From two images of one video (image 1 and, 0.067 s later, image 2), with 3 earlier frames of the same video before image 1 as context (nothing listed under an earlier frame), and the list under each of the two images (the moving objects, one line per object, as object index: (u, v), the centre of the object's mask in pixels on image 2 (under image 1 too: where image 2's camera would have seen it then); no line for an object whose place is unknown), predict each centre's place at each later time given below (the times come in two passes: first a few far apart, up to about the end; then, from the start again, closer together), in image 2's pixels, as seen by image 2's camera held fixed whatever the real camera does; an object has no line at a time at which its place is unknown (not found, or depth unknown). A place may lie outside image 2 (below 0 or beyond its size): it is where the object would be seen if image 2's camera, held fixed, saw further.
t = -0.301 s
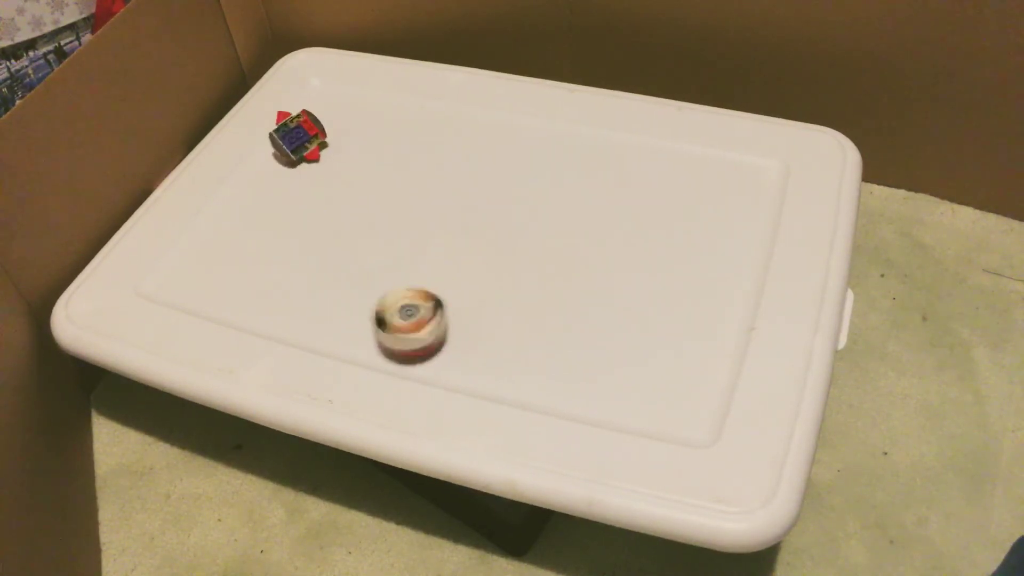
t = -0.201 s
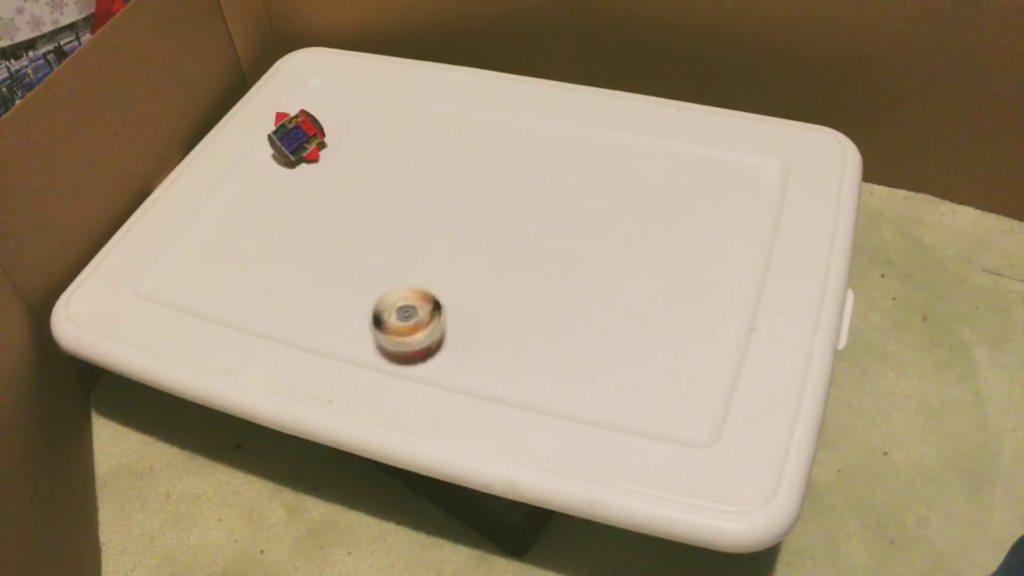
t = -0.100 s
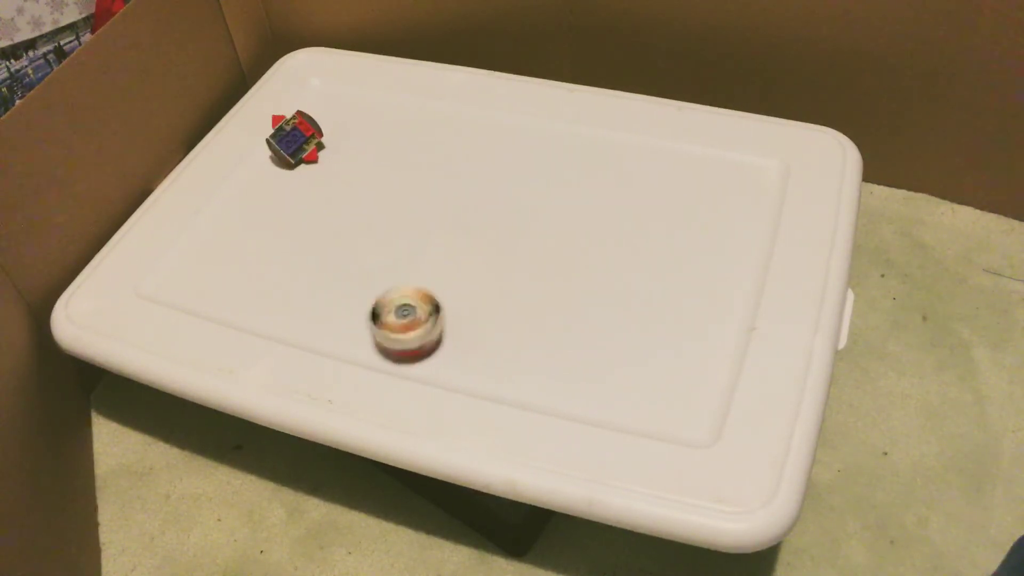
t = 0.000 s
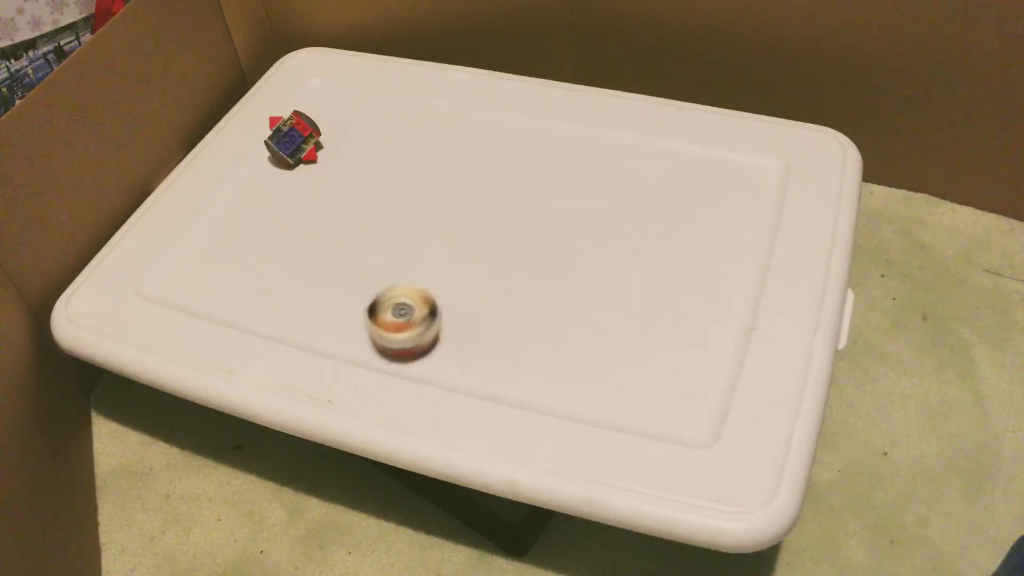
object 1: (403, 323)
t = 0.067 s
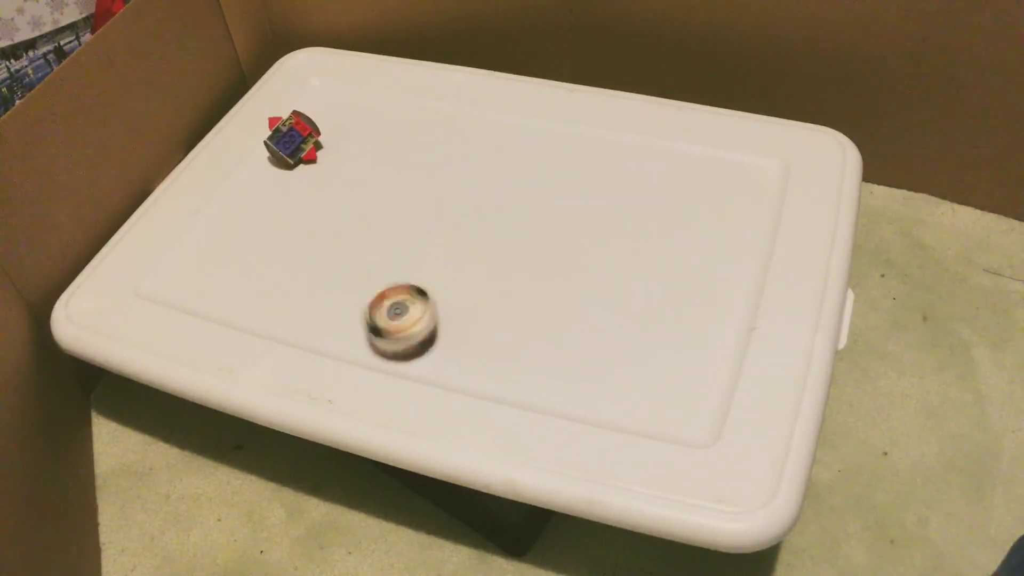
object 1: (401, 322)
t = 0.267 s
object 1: (392, 315)
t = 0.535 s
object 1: (382, 294)
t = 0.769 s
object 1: (372, 274)
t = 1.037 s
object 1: (357, 249)
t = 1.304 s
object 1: (348, 227)
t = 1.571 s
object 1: (351, 207)
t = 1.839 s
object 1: (367, 201)
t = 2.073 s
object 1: (391, 197)
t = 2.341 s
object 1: (423, 194)
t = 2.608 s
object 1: (453, 183)
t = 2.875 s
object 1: (478, 173)
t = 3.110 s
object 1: (497, 178)
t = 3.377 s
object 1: (515, 192)
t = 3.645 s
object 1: (534, 209)
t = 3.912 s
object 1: (547, 225)
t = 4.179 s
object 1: (537, 243)
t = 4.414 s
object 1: (516, 260)
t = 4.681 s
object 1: (495, 279)
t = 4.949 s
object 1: (477, 294)
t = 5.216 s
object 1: (454, 293)
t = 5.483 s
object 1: (431, 283)
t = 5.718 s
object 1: (427, 281)
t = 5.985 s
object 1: (422, 278)
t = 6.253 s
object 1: (414, 276)
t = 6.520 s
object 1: (414, 267)
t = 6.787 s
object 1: (409, 262)
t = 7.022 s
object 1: (417, 260)
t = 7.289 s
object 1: (421, 261)
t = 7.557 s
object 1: (421, 261)
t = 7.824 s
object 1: (421, 261)
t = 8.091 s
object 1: (421, 261)
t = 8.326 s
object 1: (421, 261)
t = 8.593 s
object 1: (421, 261)
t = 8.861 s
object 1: (421, 261)
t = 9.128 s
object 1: (421, 261)
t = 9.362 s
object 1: (421, 261)
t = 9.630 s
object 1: (421, 261)
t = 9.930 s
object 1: (421, 261)
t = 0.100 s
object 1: (400, 320)
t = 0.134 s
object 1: (398, 318)
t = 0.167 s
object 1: (397, 319)
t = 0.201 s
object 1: (395, 316)
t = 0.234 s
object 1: (394, 316)
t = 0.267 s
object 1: (392, 315)
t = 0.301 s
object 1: (391, 312)
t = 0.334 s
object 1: (390, 310)
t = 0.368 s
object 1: (388, 309)
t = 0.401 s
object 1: (388, 305)
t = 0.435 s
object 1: (386, 303)
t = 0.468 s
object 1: (384, 300)
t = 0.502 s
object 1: (384, 297)
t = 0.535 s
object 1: (382, 294)
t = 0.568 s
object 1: (381, 291)
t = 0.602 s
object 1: (380, 289)
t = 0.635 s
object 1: (379, 287)
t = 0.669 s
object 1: (378, 283)
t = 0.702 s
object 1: (376, 279)
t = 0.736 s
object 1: (374, 277)
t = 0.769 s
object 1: (372, 274)
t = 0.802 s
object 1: (370, 272)
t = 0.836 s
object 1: (369, 269)
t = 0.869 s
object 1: (368, 266)
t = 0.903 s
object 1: (365, 262)
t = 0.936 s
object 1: (363, 258)
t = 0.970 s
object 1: (362, 257)
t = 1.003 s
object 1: (359, 253)
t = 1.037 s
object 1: (357, 249)
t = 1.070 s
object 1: (355, 247)
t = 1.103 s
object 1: (354, 243)
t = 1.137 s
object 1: (352, 240)
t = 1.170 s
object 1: (351, 237)
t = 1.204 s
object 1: (351, 234)
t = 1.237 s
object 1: (349, 231)
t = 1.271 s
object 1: (348, 229)
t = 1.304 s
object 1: (348, 227)
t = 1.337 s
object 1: (348, 223)
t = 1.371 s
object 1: (347, 221)
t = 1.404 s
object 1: (347, 219)
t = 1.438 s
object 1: (348, 216)
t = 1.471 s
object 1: (348, 214)
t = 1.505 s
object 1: (349, 213)
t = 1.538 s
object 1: (351, 211)
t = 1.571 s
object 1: (351, 207)
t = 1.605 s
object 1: (353, 208)
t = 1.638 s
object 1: (354, 207)
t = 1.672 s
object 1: (357, 204)
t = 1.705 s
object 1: (358, 202)
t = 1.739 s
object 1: (361, 204)
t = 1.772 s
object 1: (365, 203)
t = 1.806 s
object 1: (366, 200)
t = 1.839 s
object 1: (367, 201)
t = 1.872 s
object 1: (371, 202)
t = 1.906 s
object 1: (374, 201)
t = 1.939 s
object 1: (377, 200)
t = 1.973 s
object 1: (379, 199)
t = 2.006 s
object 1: (383, 200)
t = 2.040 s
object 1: (388, 199)
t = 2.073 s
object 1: (391, 197)
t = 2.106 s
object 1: (395, 197)
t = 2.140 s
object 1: (399, 196)
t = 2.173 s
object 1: (403, 196)
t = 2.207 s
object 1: (408, 196)
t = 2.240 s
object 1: (413, 196)
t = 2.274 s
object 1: (416, 193)
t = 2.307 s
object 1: (419, 194)
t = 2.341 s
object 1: (423, 194)
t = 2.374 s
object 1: (427, 192)
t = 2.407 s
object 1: (431, 191)
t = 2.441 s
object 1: (436, 189)
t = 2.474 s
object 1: (440, 188)
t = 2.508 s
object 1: (443, 186)
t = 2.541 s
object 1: (446, 185)
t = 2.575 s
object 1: (449, 184)
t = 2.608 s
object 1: (453, 183)
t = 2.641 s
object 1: (456, 180)
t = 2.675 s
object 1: (460, 179)
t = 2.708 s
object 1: (463, 178)
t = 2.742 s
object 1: (466, 177)
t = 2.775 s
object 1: (469, 175)
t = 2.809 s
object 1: (472, 175)
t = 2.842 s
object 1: (476, 175)
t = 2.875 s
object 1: (478, 173)
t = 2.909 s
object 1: (480, 174)
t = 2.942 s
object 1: (483, 175)
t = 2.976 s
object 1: (486, 177)
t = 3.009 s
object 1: (487, 174)
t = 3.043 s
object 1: (493, 177)
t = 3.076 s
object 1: (495, 178)
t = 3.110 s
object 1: (497, 178)
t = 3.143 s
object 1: (498, 180)
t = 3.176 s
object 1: (500, 182)
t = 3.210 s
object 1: (503, 183)
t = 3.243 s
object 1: (506, 184)
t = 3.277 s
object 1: (508, 186)
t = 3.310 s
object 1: (510, 189)
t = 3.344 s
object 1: (513, 189)
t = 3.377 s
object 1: (515, 192)
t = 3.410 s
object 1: (517, 195)
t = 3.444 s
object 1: (520, 199)
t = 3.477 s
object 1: (523, 197)
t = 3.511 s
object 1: (524, 200)
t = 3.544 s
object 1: (526, 203)
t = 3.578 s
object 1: (529, 204)
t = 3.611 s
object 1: (531, 206)
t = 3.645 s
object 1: (534, 209)
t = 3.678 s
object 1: (536, 212)
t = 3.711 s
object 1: (540, 212)
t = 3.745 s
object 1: (540, 214)
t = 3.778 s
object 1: (543, 216)
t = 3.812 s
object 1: (544, 220)
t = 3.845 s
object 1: (546, 220)
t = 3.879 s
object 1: (545, 223)
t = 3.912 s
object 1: (547, 225)
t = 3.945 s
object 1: (546, 229)
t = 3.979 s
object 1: (546, 229)
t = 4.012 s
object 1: (545, 235)
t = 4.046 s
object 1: (545, 234)
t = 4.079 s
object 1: (542, 238)
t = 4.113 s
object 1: (541, 238)
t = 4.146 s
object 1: (539, 242)
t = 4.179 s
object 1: (537, 243)
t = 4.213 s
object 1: (533, 248)
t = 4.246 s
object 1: (530, 247)
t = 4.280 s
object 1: (527, 252)
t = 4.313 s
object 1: (525, 253)
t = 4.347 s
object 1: (522, 256)
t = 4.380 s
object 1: (519, 255)
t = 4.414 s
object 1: (516, 260)
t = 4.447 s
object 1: (513, 261)
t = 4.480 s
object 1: (510, 265)
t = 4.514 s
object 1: (507, 266)
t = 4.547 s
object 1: (504, 270)
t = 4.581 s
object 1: (502, 271)
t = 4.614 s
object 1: (499, 274)
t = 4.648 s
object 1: (498, 276)
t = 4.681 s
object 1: (495, 279)
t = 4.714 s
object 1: (495, 280)
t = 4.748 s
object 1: (491, 283)
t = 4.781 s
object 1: (490, 285)
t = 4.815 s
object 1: (487, 288)
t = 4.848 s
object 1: (486, 289)
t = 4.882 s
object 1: (483, 291)
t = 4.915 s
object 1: (481, 293)
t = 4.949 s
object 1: (477, 294)
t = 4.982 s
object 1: (476, 295)
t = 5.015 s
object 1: (472, 295)
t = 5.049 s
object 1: (470, 296)
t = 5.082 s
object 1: (467, 296)
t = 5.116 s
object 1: (465, 295)
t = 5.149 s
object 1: (460, 295)
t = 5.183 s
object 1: (458, 294)
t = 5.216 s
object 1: (454, 293)
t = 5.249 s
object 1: (452, 292)
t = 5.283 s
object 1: (449, 290)
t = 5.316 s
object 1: (446, 289)
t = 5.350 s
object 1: (442, 286)
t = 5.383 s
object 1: (439, 286)
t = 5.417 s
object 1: (437, 284)
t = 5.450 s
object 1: (433, 284)
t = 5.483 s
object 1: (431, 283)
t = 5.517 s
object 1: (428, 284)
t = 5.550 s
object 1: (429, 284)
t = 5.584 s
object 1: (426, 285)
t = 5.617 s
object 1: (427, 285)
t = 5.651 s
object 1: (426, 285)
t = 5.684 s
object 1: (427, 281)
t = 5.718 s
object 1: (427, 281)
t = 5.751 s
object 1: (426, 281)
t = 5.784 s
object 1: (425, 285)
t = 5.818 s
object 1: (424, 284)
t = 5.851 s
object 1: (422, 279)
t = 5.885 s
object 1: (421, 280)
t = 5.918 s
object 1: (422, 279)
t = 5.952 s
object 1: (421, 278)
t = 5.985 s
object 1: (422, 278)
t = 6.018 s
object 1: (420, 278)
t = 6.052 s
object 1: (419, 277)
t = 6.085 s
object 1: (416, 277)
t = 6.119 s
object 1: (416, 277)
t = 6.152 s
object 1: (414, 275)
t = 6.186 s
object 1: (414, 276)
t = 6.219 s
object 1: (414, 276)
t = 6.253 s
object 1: (414, 276)
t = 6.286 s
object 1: (415, 277)
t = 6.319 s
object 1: (415, 274)
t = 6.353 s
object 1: (417, 273)
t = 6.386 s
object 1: (417, 271)
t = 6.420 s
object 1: (417, 269)
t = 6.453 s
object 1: (416, 270)
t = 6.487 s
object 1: (414, 268)
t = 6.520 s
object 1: (414, 267)
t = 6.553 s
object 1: (414, 267)
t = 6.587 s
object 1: (415, 265)
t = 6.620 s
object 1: (414, 264)
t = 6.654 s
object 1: (412, 262)
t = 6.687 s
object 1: (413, 263)
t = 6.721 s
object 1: (413, 262)
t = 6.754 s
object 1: (410, 263)
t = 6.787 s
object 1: (409, 262)
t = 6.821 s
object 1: (411, 263)
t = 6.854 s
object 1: (411, 262)
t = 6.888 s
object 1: (413, 262)
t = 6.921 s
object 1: (417, 262)
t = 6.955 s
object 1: (417, 260)
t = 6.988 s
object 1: (418, 258)
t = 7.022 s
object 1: (417, 260)
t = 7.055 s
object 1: (417, 261)
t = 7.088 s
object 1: (418, 262)
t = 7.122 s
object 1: (419, 262)
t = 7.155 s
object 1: (420, 261)
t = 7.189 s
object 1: (420, 261)
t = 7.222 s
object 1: (421, 261)
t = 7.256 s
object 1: (421, 261)
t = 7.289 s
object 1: (421, 261)
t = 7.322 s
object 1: (421, 261)
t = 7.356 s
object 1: (421, 261)
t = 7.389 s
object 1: (421, 261)
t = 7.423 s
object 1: (421, 261)
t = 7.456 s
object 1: (421, 261)
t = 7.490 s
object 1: (421, 261)
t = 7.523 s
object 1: (421, 261)
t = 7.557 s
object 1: (421, 261)
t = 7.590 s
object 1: (421, 261)
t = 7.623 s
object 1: (421, 261)
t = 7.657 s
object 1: (421, 261)
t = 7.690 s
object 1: (421, 261)
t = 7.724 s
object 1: (421, 261)
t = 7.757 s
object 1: (421, 261)
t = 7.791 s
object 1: (421, 261)
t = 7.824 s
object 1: (421, 261)
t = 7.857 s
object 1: (421, 261)
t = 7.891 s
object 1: (421, 261)
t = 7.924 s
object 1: (421, 261)
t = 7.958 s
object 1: (421, 261)
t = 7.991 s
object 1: (421, 261)
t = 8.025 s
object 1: (421, 261)
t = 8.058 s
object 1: (421, 261)
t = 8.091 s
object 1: (421, 261)
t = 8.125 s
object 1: (421, 261)
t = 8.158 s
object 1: (421, 261)
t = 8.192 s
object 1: (421, 261)
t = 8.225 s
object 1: (421, 261)
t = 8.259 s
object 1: (421, 261)
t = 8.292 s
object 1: (421, 261)
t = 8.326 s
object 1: (421, 261)
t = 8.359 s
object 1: (421, 261)
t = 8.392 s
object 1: (421, 261)
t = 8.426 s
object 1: (421, 261)
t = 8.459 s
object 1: (421, 261)
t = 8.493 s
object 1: (421, 261)
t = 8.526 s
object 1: (421, 261)
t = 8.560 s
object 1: (421, 261)
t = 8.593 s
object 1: (421, 261)
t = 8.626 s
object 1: (421, 261)
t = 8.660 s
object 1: (421, 261)
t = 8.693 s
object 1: (421, 261)
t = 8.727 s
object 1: (421, 261)
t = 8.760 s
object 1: (421, 261)
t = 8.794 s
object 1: (421, 261)
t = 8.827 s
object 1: (421, 261)
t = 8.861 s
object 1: (421, 261)
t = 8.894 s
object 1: (421, 261)
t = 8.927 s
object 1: (421, 261)
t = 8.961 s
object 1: (421, 261)
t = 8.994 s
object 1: (421, 261)
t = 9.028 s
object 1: (421, 261)
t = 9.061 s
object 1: (421, 261)
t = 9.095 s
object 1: (421, 261)
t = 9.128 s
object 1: (421, 261)
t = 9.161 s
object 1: (421, 261)
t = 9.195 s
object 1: (421, 261)
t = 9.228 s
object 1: (421, 261)
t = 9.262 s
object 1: (421, 261)
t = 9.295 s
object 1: (421, 261)
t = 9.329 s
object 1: (421, 261)
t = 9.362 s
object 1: (421, 261)
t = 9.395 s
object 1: (421, 261)
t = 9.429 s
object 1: (421, 261)
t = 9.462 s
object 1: (421, 261)
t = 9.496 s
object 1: (421, 261)
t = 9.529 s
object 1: (421, 261)
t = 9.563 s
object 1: (421, 261)
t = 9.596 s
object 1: (421, 261)
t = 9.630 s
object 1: (421, 261)
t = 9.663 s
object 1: (421, 261)
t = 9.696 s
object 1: (421, 261)
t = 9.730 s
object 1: (421, 261)
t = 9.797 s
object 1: (421, 261)
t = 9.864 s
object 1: (421, 261)
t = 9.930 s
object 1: (421, 261)
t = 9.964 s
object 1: (421, 261)
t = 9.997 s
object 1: (421, 261)
